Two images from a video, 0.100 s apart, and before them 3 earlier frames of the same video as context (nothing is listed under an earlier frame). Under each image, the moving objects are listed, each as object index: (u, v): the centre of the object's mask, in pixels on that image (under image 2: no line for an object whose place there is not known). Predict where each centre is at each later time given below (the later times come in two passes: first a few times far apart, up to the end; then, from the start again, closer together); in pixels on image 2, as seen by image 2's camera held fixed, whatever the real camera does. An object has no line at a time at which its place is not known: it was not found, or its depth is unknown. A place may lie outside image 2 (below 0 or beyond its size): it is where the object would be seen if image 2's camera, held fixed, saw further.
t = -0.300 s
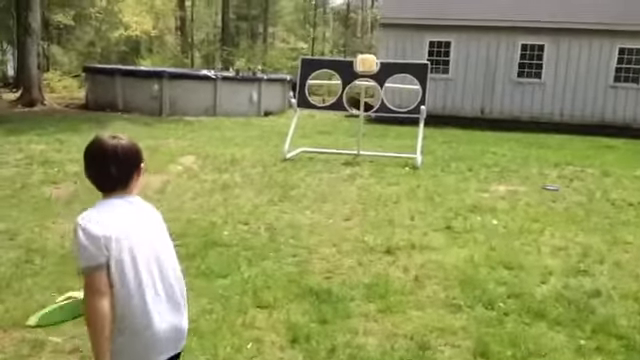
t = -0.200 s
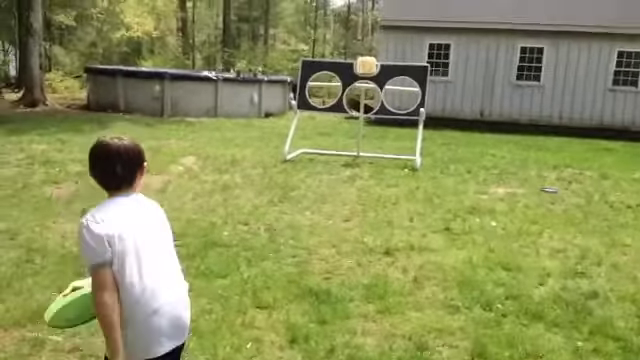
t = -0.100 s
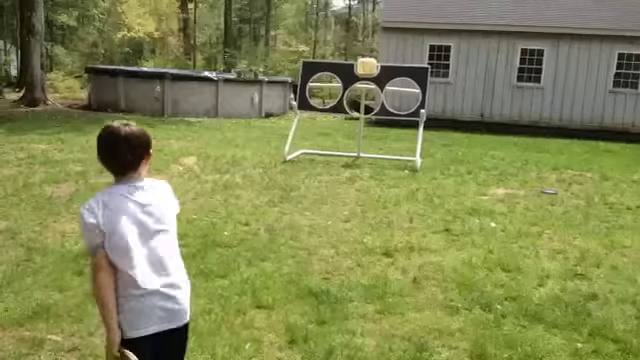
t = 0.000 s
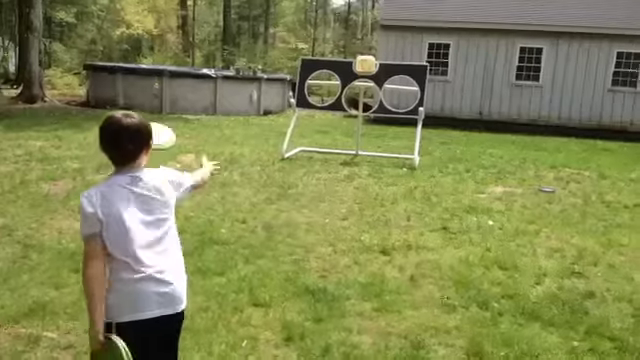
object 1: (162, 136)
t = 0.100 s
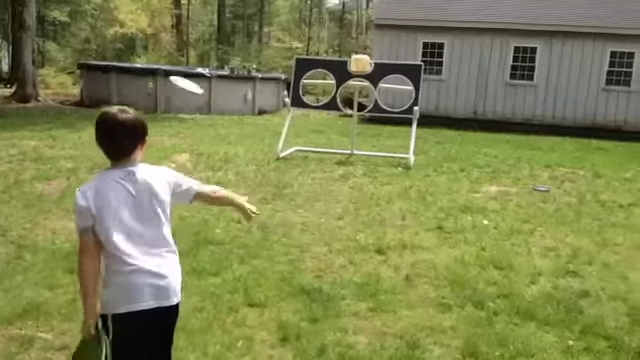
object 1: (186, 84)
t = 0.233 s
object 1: (220, 53)
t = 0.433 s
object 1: (258, 41)
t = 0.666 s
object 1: (296, 65)
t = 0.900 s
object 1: (344, 105)
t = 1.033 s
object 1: (371, 134)
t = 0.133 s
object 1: (196, 74)
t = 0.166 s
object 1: (205, 66)
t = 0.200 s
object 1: (213, 59)
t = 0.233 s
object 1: (220, 53)
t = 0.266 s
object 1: (227, 49)
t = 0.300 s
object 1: (234, 45)
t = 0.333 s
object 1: (240, 43)
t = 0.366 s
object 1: (246, 42)
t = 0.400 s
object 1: (252, 40)
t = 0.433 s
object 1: (258, 41)
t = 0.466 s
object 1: (263, 43)
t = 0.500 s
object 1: (268, 45)
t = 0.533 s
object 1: (273, 47)
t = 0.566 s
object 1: (279, 50)
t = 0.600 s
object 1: (285, 56)
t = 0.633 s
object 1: (290, 60)
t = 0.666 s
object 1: (296, 65)
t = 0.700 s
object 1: (302, 70)
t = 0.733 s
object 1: (308, 76)
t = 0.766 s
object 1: (315, 80)
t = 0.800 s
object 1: (322, 86)
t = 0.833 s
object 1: (330, 92)
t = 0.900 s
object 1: (344, 105)
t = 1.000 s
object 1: (364, 125)
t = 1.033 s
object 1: (371, 134)
